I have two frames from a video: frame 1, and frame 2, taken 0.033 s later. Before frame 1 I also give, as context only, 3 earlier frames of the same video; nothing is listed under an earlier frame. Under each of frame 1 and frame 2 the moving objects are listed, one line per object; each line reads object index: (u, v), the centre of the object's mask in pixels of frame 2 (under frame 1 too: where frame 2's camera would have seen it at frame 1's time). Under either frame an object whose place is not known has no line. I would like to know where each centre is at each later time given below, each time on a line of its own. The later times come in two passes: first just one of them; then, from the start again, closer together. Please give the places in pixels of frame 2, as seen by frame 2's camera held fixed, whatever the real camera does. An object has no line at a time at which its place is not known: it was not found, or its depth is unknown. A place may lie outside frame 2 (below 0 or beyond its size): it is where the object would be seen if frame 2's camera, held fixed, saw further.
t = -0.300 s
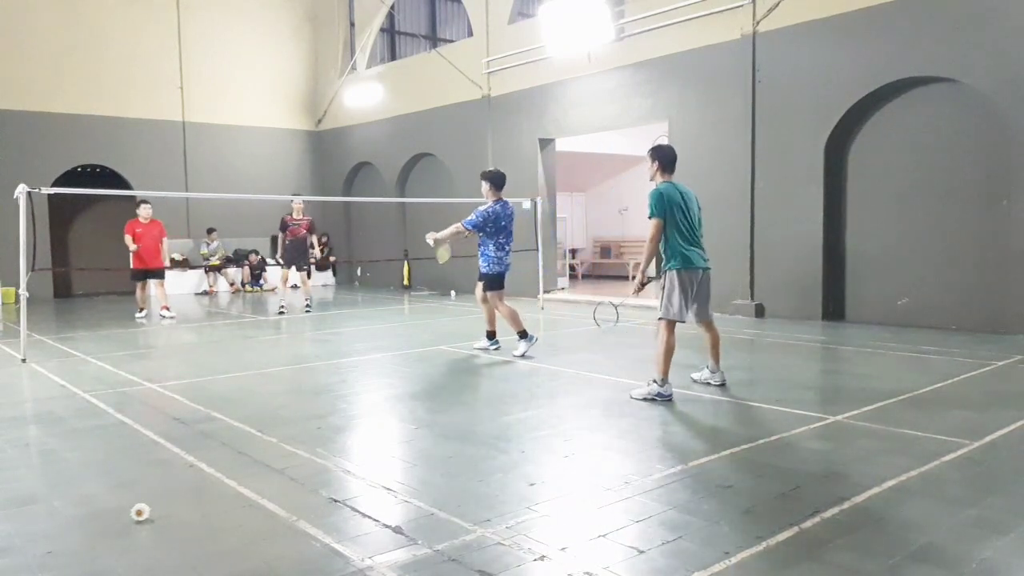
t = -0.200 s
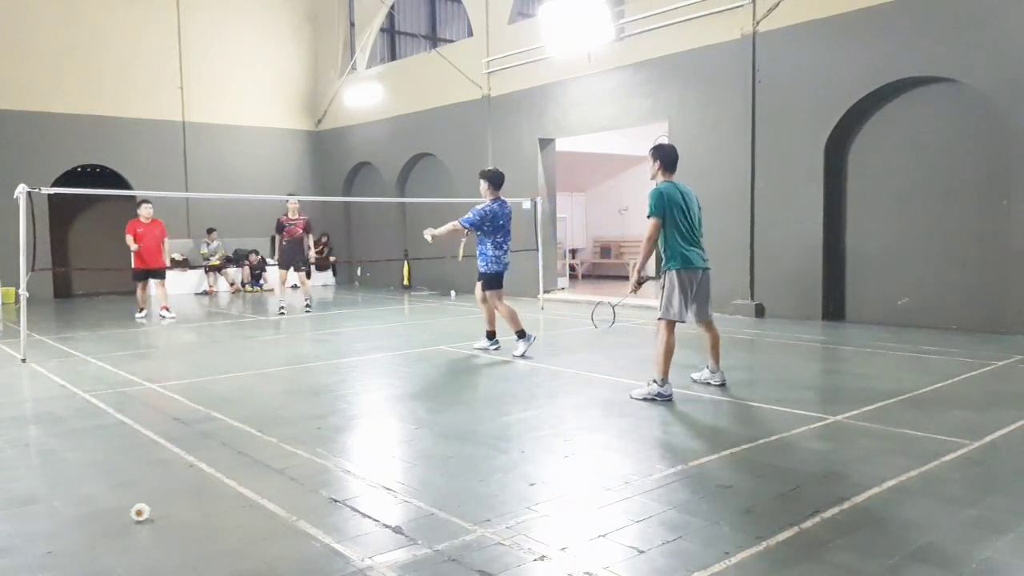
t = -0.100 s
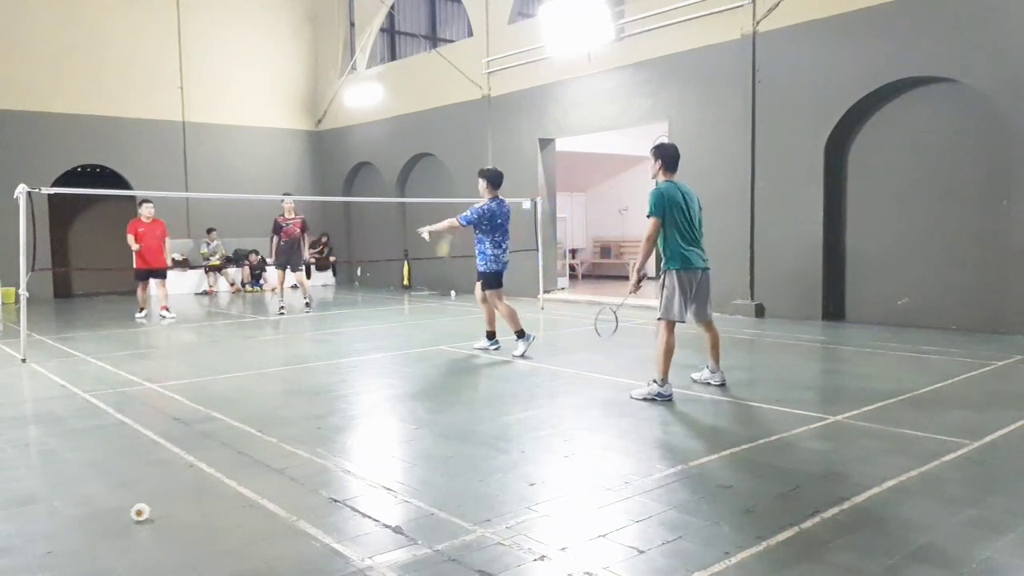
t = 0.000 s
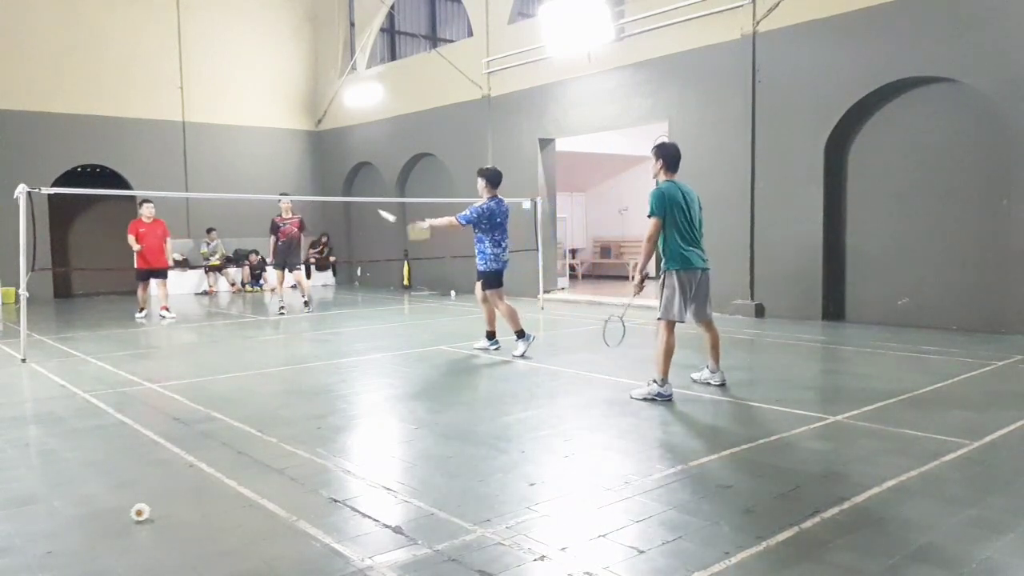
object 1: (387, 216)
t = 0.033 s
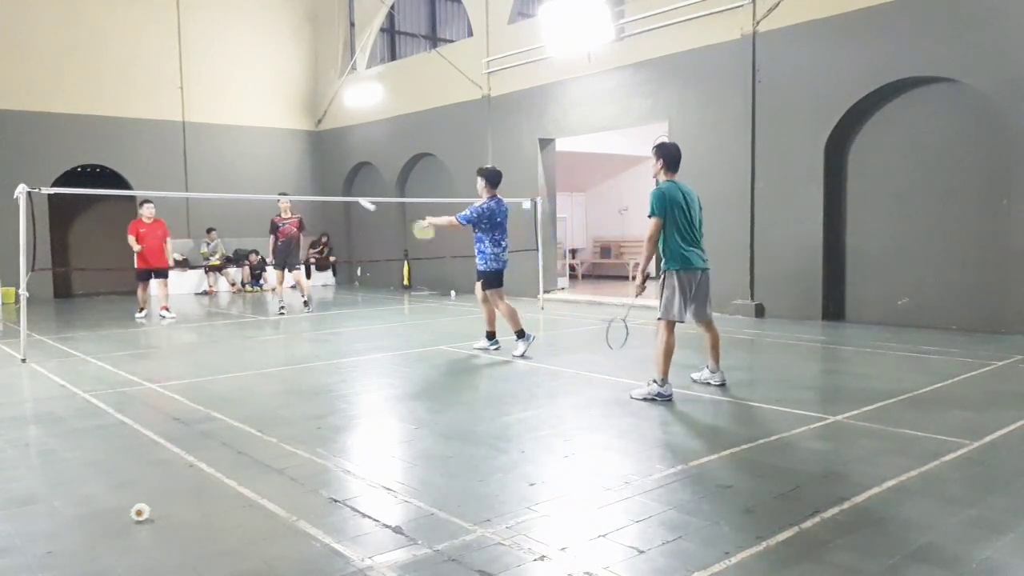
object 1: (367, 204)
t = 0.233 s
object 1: (278, 170)
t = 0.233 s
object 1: (278, 170)
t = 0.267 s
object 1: (267, 169)
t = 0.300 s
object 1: (256, 170)
